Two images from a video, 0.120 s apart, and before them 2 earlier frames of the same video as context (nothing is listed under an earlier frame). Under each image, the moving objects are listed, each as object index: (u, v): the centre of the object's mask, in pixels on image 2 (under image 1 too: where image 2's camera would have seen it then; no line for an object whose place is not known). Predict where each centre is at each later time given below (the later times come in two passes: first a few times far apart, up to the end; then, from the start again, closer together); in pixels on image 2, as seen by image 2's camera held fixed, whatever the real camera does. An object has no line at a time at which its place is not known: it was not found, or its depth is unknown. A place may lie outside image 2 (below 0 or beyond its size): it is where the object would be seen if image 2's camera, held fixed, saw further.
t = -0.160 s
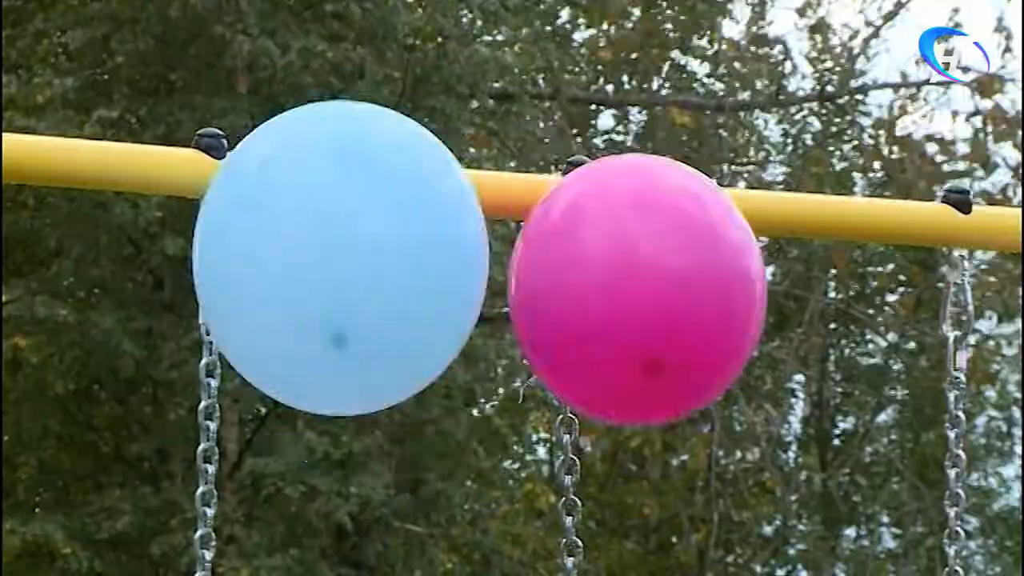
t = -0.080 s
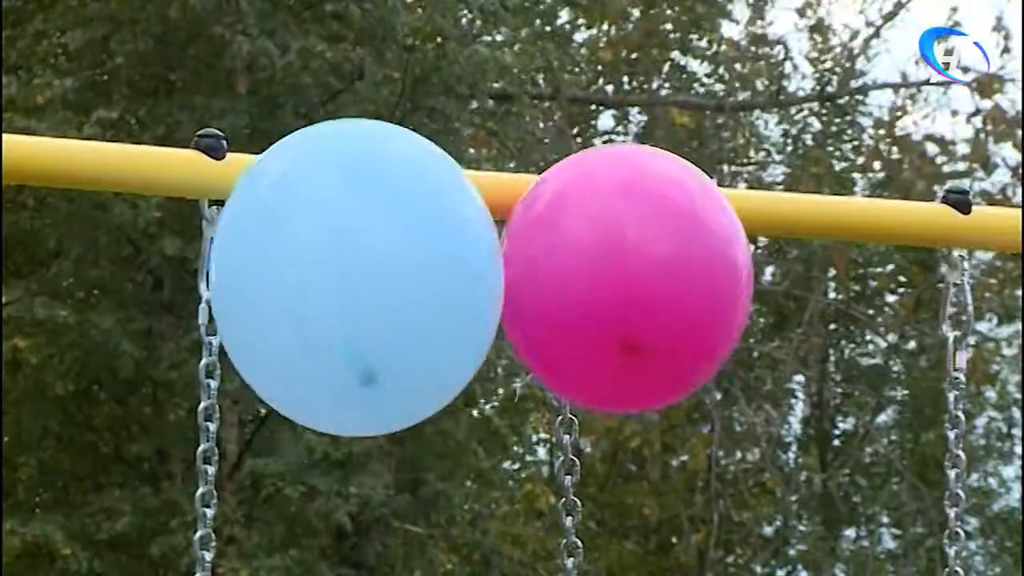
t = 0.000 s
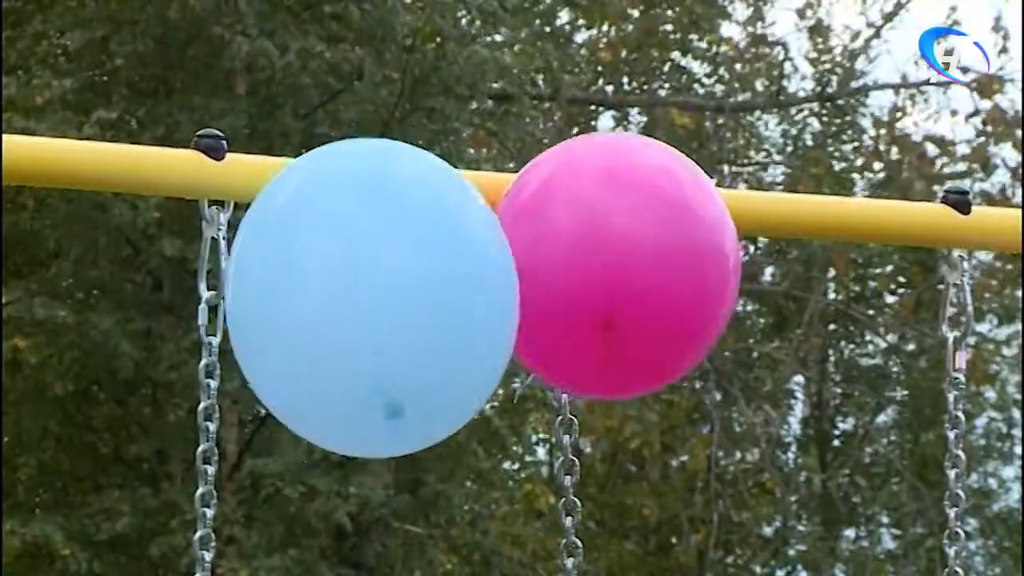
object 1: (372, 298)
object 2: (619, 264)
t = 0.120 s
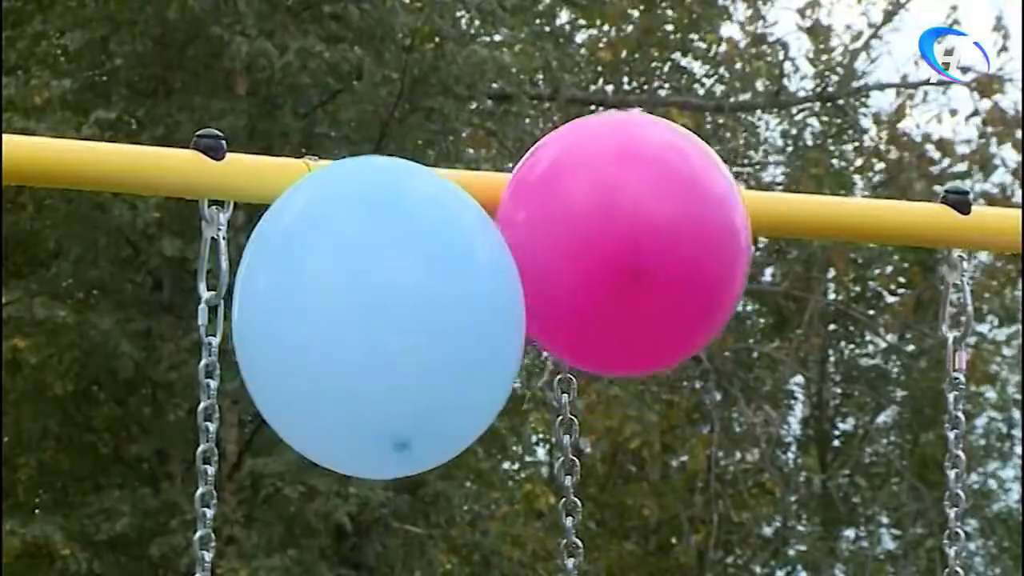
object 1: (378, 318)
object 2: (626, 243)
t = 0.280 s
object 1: (365, 322)
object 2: (660, 221)
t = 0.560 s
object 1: (384, 270)
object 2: (651, 263)
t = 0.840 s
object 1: (385, 176)
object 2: (654, 274)
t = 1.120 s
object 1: (329, 136)
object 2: (663, 275)
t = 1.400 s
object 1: (357, 164)
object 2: (632, 289)
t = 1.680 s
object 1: (351, 295)
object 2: (642, 254)
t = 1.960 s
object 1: (403, 343)
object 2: (639, 216)
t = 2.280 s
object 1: (391, 330)
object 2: (641, 206)
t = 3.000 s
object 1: (370, 204)
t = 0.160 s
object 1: (375, 320)
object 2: (633, 236)
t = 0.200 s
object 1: (372, 322)
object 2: (643, 229)
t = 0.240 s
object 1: (368, 322)
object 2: (652, 224)
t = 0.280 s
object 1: (365, 322)
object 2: (660, 221)
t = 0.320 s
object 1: (364, 320)
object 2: (663, 221)
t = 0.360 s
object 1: (366, 316)
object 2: (667, 222)
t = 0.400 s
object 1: (369, 309)
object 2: (668, 226)
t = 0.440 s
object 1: (371, 301)
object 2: (667, 232)
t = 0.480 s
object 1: (375, 292)
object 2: (663, 241)
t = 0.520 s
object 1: (379, 282)
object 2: (657, 251)
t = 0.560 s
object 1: (384, 270)
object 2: (651, 263)
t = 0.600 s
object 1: (388, 257)
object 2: (645, 276)
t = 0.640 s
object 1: (392, 243)
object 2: (638, 289)
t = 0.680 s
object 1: (395, 229)
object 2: (633, 300)
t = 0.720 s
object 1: (396, 216)
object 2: (636, 295)
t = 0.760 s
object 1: (394, 203)
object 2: (642, 286)
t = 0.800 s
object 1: (391, 189)
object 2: (648, 278)
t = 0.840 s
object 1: (385, 176)
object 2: (654, 274)
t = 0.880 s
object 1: (377, 165)
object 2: (658, 270)
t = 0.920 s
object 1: (369, 155)
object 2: (662, 267)
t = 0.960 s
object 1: (359, 147)
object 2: (664, 266)
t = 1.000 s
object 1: (350, 142)
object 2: (666, 266)
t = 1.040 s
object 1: (341, 139)
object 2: (666, 268)
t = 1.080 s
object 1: (334, 137)
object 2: (666, 270)
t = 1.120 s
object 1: (329, 136)
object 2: (663, 275)
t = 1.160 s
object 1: (329, 135)
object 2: (660, 280)
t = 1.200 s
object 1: (333, 136)
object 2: (655, 285)
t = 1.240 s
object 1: (338, 138)
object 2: (648, 291)
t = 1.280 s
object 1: (344, 141)
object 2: (640, 298)
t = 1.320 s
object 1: (346, 146)
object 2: (632, 300)
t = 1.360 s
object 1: (351, 153)
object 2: (631, 295)
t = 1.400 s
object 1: (357, 164)
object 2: (632, 289)
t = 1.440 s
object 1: (361, 178)
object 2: (634, 283)
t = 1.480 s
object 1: (366, 194)
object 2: (636, 278)
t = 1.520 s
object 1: (367, 212)
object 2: (637, 273)
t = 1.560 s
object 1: (367, 232)
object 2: (639, 267)
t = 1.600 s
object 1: (364, 253)
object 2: (640, 263)
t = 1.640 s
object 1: (357, 274)
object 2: (641, 258)
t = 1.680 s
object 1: (351, 295)
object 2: (642, 254)
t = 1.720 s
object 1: (361, 307)
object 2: (643, 249)
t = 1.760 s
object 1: (371, 316)
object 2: (643, 245)
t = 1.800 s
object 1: (380, 325)
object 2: (642, 241)
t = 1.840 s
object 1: (388, 334)
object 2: (640, 236)
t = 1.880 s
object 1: (395, 338)
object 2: (636, 230)
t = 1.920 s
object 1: (402, 340)
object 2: (635, 224)
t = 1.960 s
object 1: (403, 343)
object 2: (639, 216)
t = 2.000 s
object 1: (402, 343)
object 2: (643, 208)
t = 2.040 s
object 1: (402, 343)
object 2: (648, 201)
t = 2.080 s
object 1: (400, 343)
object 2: (650, 196)
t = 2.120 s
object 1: (399, 342)
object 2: (652, 193)
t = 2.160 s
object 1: (396, 339)
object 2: (652, 192)
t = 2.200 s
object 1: (394, 337)
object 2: (651, 194)
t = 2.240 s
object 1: (392, 334)
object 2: (647, 198)
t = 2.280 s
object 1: (391, 330)
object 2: (641, 206)
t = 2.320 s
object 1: (391, 324)
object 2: (636, 215)
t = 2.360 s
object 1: (392, 317)
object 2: (631, 224)
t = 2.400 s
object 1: (394, 309)
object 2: (628, 235)
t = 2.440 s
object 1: (392, 302)
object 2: (629, 245)
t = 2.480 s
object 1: (386, 293)
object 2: (631, 257)
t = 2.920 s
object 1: (353, 218)
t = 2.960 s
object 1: (362, 211)
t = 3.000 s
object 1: (370, 204)
